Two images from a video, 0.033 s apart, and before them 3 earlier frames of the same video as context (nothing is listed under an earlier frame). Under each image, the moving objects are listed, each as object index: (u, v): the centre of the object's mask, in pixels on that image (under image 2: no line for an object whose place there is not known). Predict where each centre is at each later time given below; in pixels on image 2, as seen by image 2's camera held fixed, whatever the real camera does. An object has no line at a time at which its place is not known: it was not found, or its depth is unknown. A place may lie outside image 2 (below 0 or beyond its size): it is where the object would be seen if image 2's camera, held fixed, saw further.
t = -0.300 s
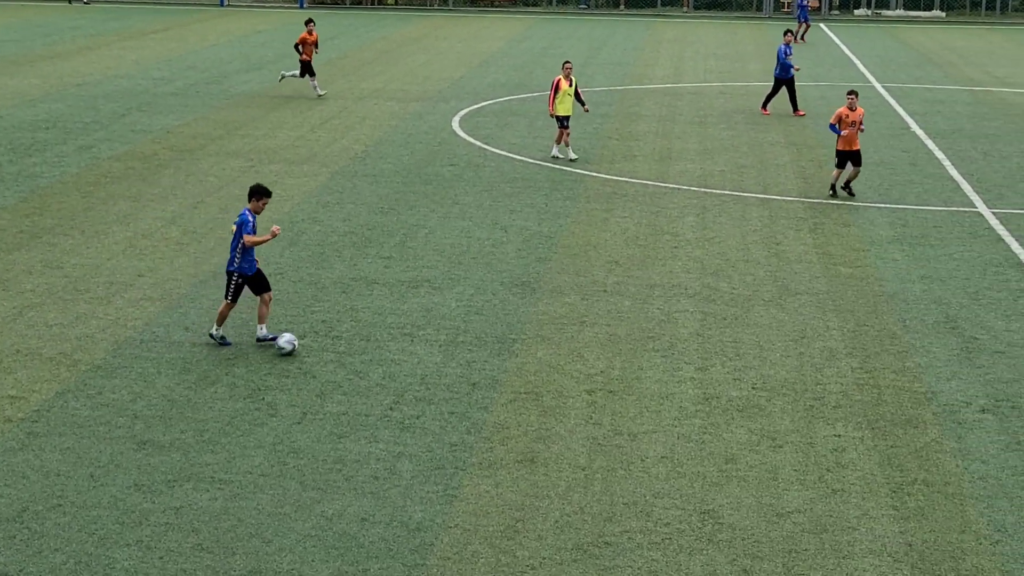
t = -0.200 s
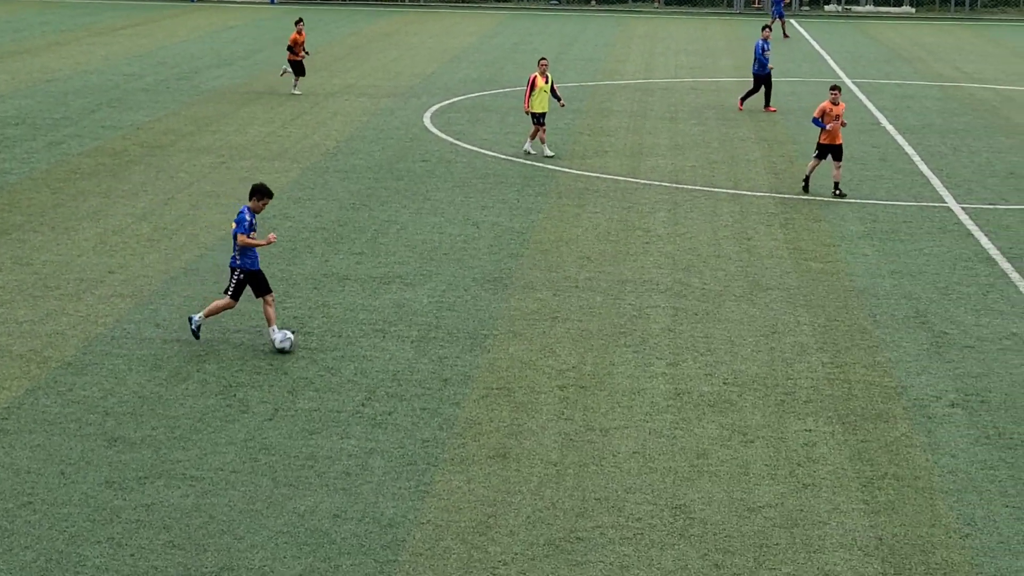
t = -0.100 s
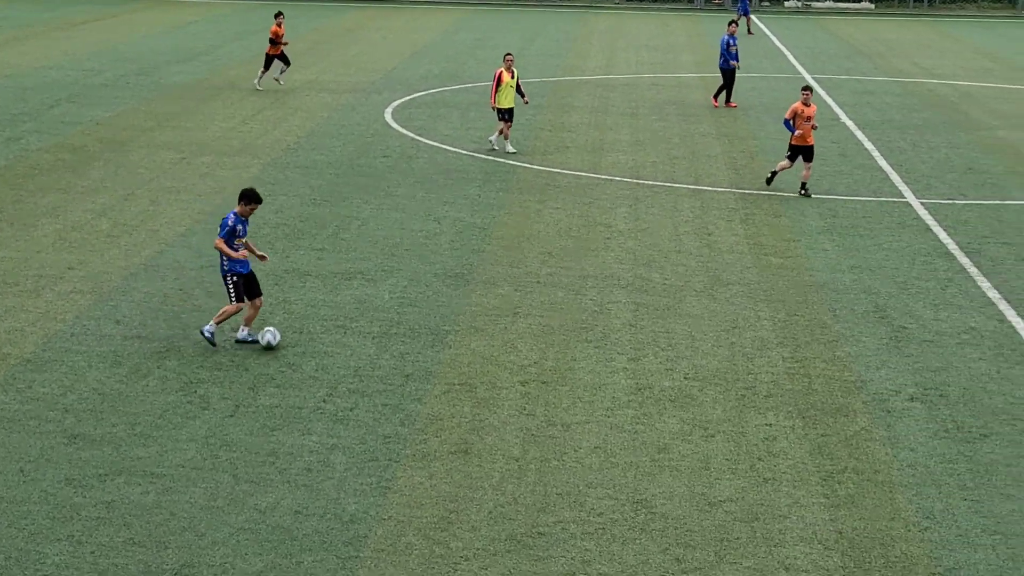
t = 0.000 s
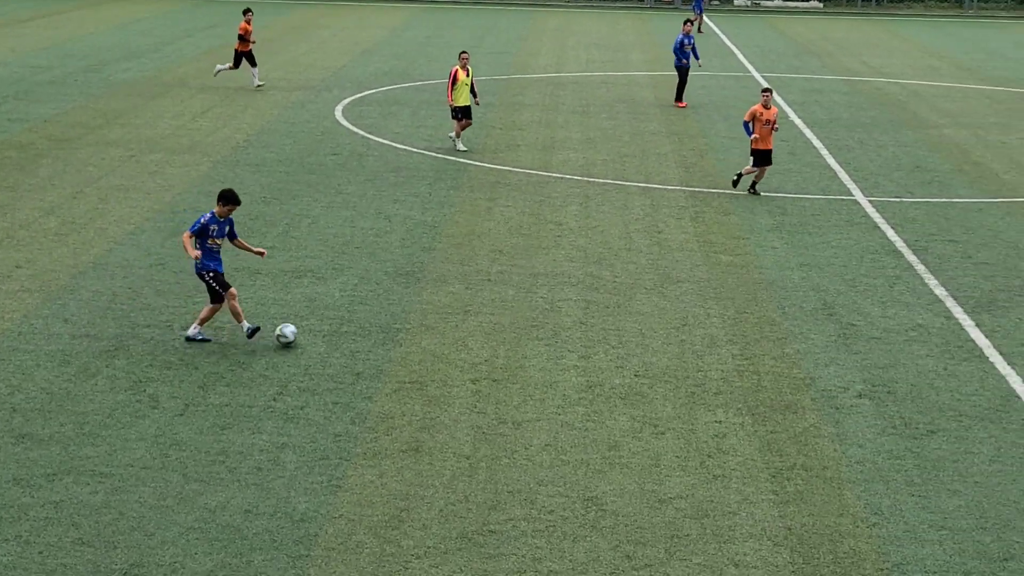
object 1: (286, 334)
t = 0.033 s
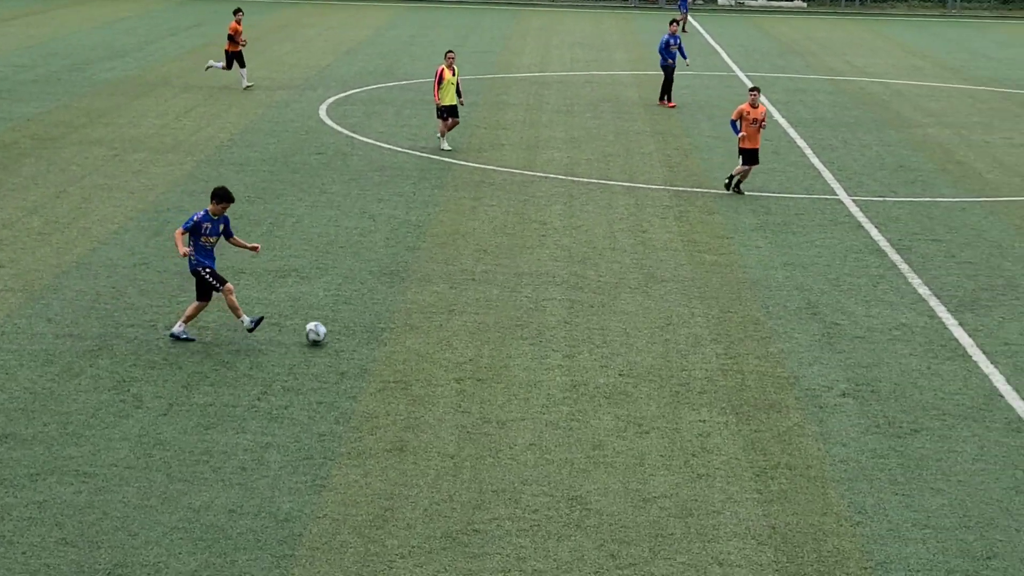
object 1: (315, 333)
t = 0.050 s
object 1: (336, 333)
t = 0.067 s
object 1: (359, 333)
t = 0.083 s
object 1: (380, 333)
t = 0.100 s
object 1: (400, 331)
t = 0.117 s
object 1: (421, 330)
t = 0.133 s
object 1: (441, 330)
